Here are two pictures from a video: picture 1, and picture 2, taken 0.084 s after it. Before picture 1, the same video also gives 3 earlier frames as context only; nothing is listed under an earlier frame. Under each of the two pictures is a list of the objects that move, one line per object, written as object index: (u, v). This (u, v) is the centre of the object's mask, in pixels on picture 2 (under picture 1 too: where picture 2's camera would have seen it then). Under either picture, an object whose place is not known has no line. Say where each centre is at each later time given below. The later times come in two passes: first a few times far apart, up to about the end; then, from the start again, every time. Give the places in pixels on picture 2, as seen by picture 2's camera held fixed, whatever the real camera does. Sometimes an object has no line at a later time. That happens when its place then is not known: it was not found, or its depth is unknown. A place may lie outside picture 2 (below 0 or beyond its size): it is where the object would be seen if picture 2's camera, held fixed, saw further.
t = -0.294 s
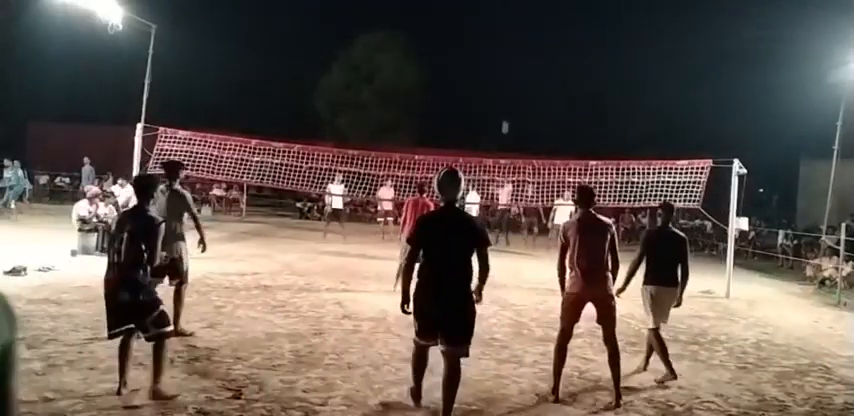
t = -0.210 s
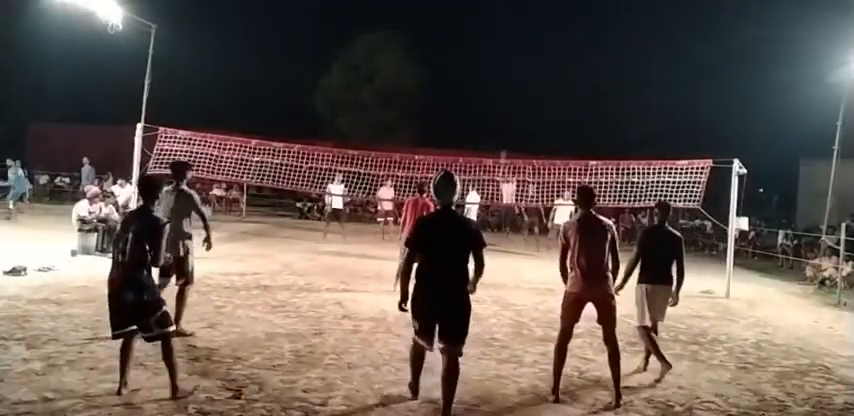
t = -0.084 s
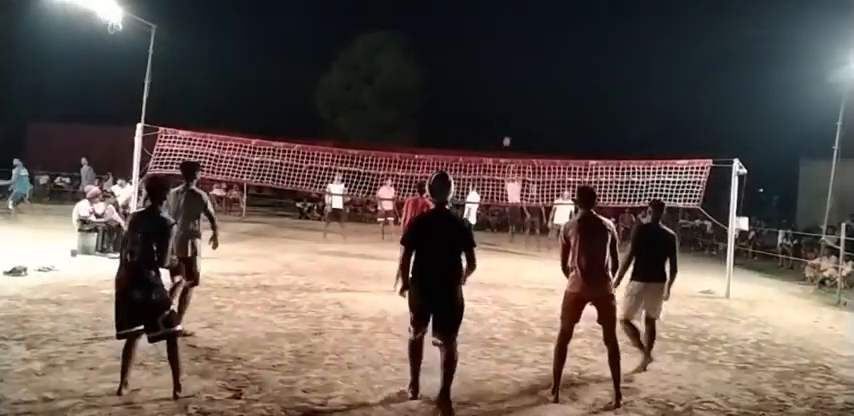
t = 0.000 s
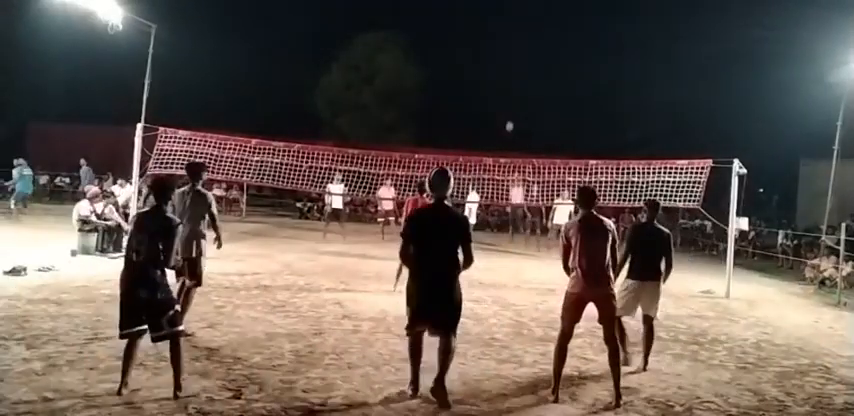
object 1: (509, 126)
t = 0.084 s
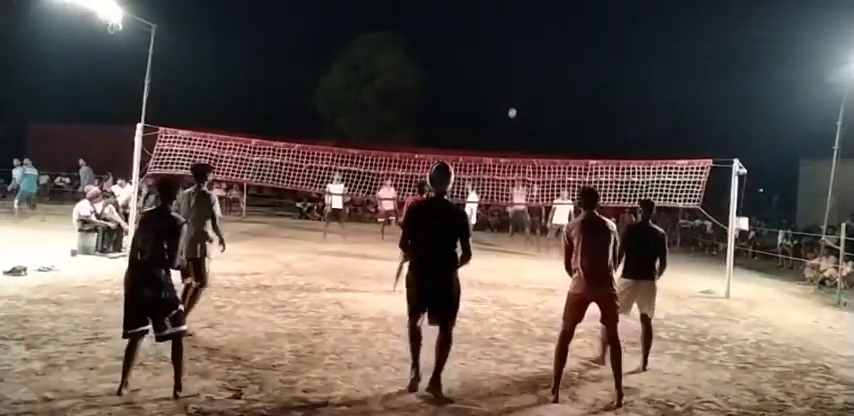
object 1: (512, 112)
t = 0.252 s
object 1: (517, 93)
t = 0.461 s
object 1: (524, 85)
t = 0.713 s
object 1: (533, 113)
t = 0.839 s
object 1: (536, 152)
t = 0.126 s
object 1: (513, 107)
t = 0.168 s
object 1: (514, 101)
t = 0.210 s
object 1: (516, 97)
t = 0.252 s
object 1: (517, 93)
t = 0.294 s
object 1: (519, 89)
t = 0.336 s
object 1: (520, 87)
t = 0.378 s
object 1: (522, 85)
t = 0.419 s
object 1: (523, 84)
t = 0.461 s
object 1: (524, 85)
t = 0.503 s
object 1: (526, 86)
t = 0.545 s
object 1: (527, 89)
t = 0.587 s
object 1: (529, 93)
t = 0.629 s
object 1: (530, 96)
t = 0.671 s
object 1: (531, 105)
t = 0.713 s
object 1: (533, 113)
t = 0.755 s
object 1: (534, 125)
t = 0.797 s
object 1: (535, 137)
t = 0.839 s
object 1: (536, 152)
